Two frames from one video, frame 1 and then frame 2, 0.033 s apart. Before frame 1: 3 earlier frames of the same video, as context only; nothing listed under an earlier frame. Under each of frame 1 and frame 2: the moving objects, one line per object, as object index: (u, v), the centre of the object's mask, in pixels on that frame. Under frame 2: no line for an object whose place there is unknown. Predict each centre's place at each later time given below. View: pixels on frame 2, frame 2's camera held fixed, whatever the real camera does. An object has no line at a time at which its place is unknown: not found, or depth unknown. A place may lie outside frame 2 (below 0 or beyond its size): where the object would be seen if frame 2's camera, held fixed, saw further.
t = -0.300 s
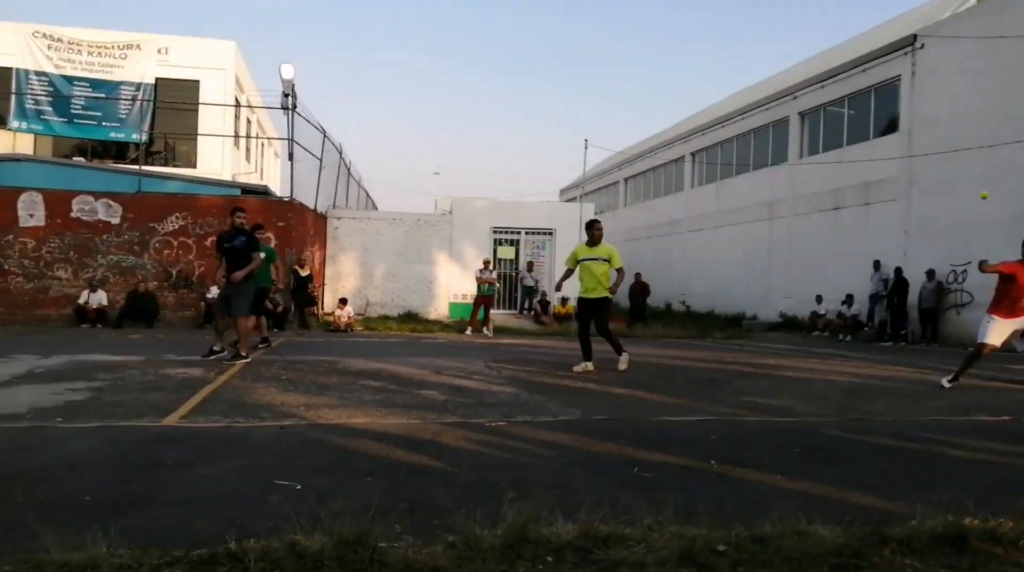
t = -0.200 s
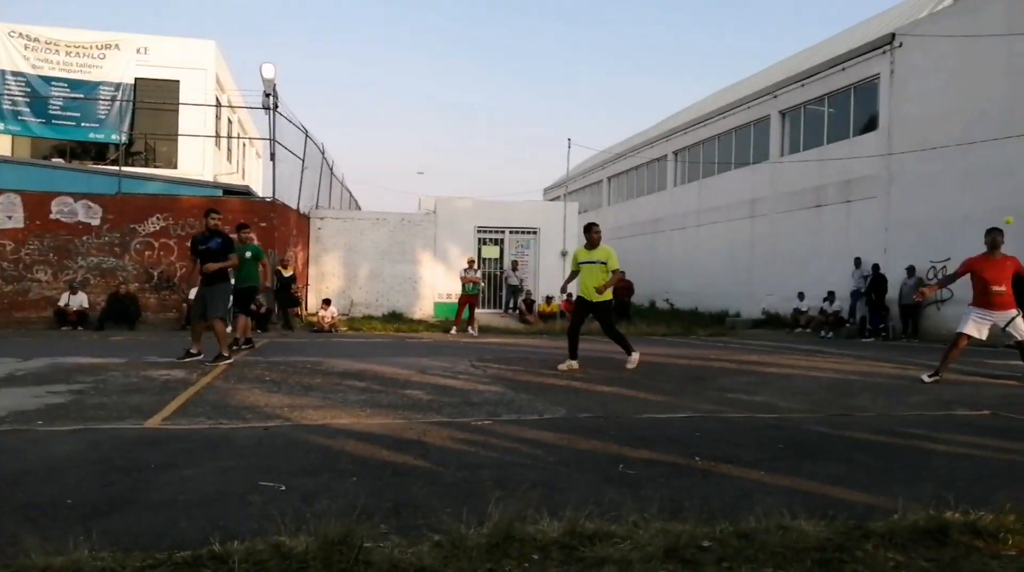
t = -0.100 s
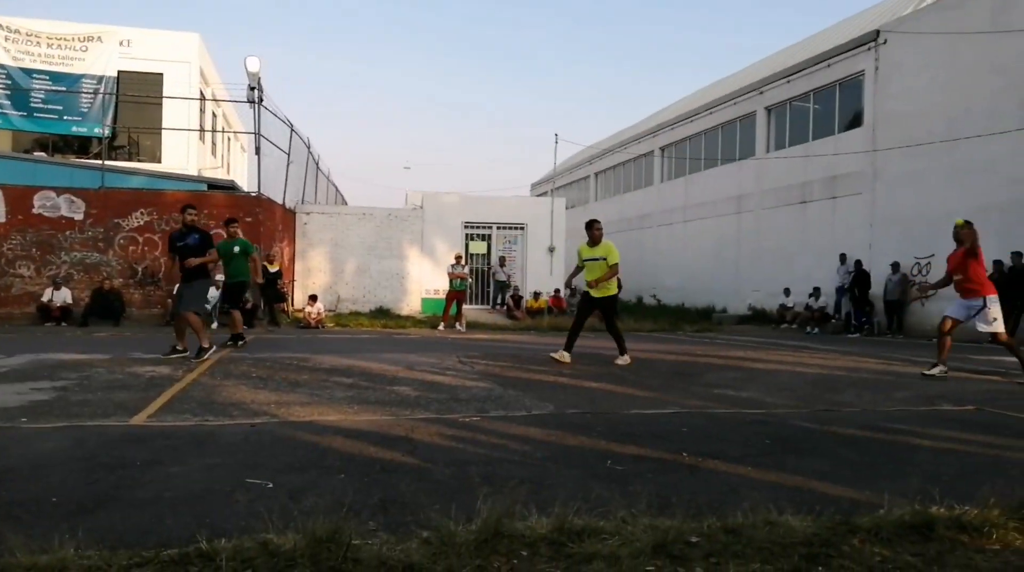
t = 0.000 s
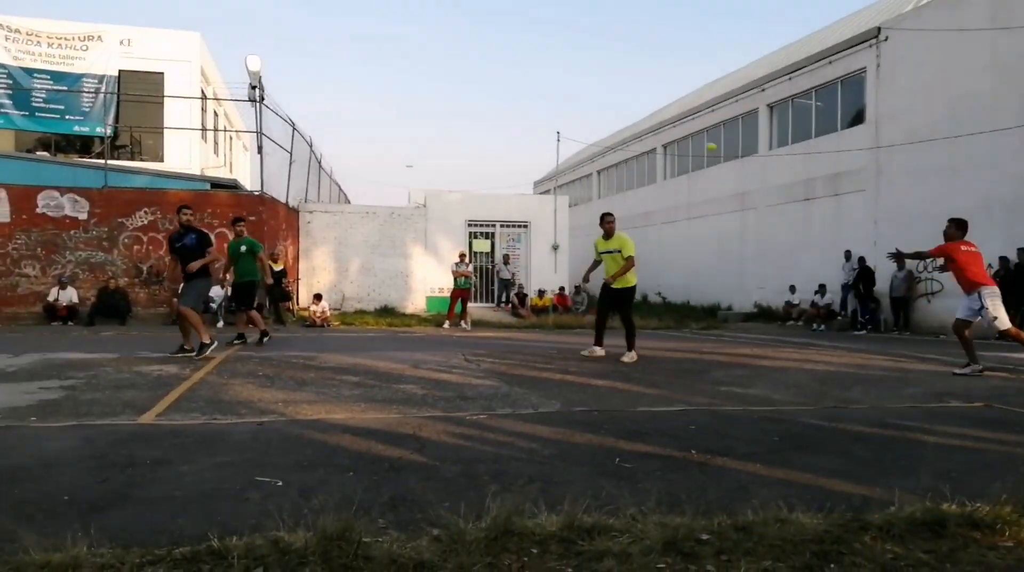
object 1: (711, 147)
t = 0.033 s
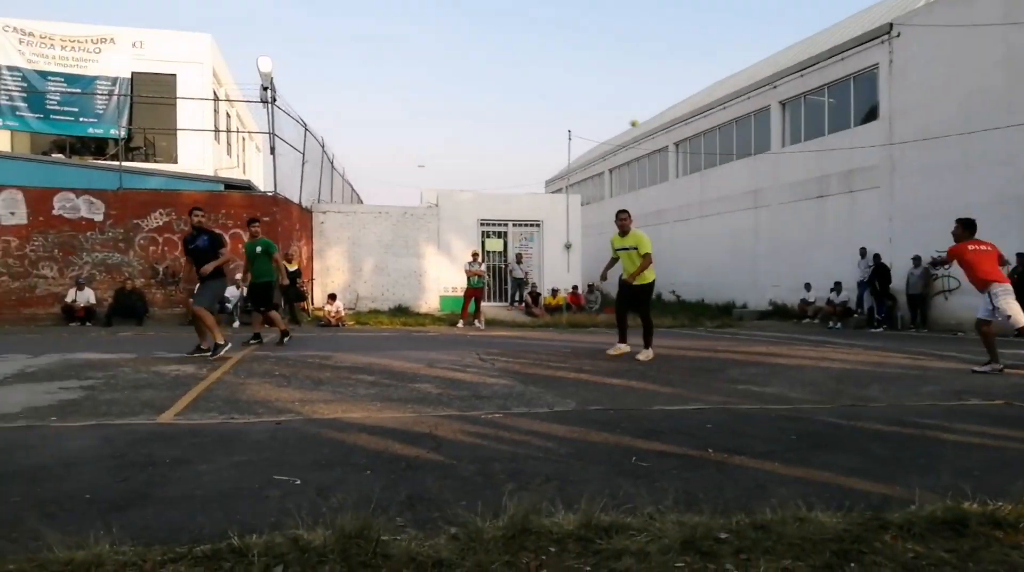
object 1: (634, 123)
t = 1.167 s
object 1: (-277, 223)
